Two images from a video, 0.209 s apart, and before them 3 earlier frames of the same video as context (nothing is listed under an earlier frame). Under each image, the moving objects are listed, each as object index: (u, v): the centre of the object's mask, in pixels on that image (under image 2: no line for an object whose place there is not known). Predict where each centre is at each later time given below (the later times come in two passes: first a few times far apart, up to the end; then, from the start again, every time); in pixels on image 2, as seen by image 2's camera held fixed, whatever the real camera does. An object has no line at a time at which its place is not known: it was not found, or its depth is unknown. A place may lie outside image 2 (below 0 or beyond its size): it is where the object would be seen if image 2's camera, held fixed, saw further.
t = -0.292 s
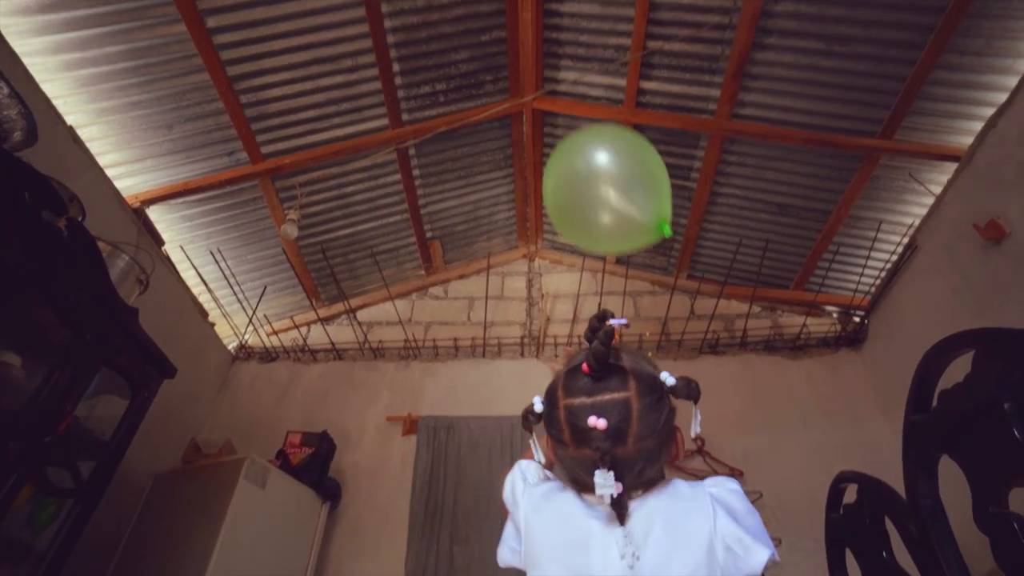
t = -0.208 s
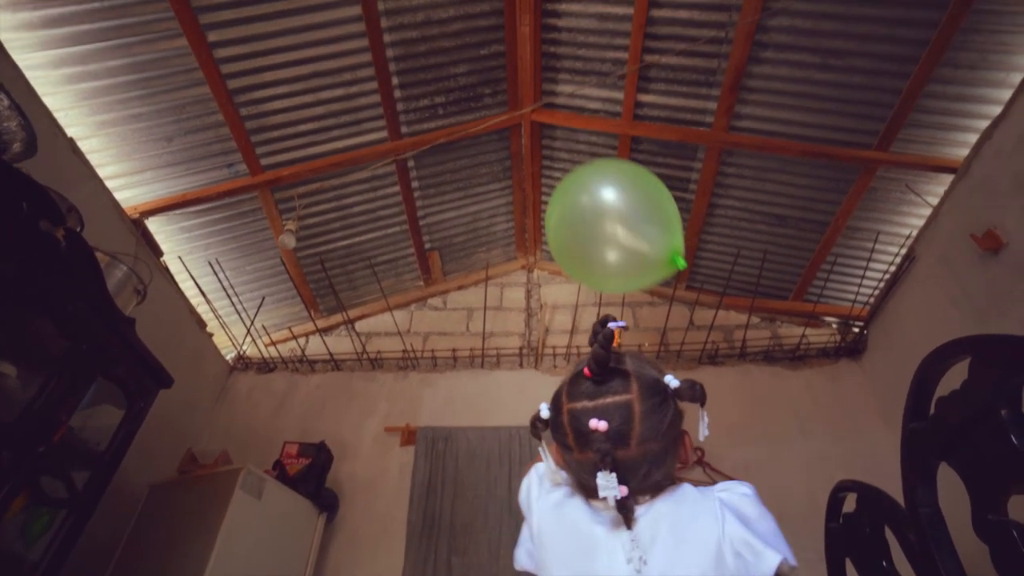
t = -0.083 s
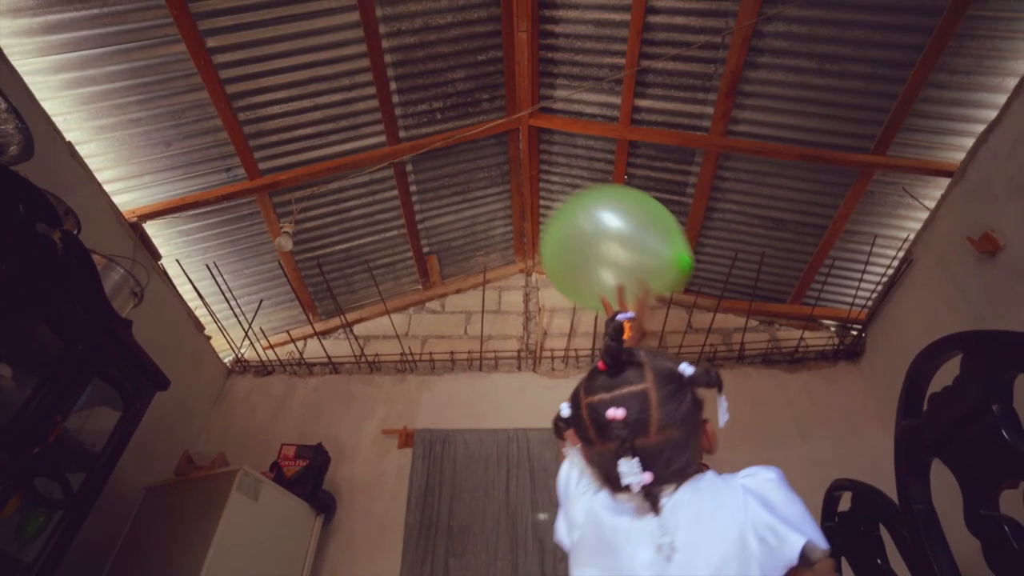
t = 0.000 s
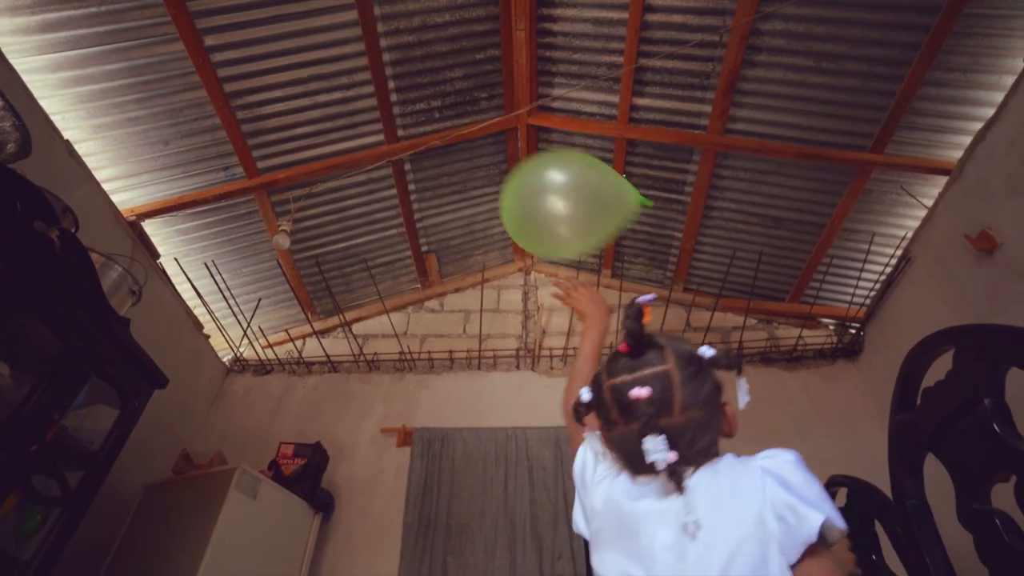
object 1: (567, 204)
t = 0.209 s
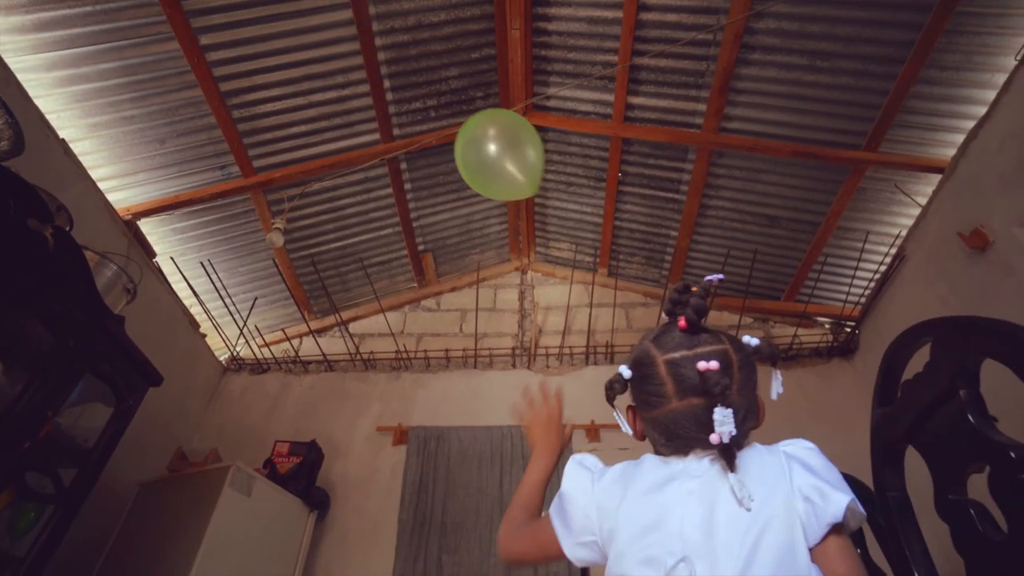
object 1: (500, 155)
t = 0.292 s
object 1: (490, 151)
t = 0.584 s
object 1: (468, 147)
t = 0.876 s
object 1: (458, 154)
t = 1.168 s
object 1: (453, 163)
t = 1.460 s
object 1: (452, 182)
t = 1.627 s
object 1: (451, 203)
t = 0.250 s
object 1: (495, 152)
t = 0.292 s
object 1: (490, 151)
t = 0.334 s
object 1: (486, 150)
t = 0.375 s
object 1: (481, 148)
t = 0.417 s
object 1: (478, 147)
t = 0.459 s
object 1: (475, 146)
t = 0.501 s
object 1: (472, 145)
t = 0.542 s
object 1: (470, 146)
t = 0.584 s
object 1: (468, 147)
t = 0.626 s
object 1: (466, 148)
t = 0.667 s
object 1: (464, 149)
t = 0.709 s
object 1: (462, 150)
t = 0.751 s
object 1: (461, 151)
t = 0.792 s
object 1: (460, 152)
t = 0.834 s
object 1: (459, 153)
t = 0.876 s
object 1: (458, 154)
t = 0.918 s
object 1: (457, 155)
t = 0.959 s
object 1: (456, 156)
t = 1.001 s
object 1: (455, 157)
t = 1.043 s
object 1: (455, 158)
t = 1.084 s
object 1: (454, 160)
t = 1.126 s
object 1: (454, 161)
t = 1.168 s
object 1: (453, 163)
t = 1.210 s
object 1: (453, 165)
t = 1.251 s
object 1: (453, 167)
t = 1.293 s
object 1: (452, 169)
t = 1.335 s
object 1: (452, 171)
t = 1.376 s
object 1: (452, 174)
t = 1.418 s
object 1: (452, 178)
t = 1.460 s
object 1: (452, 182)
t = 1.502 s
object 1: (451, 186)
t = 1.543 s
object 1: (451, 191)
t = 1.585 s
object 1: (451, 197)
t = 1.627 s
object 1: (451, 203)
